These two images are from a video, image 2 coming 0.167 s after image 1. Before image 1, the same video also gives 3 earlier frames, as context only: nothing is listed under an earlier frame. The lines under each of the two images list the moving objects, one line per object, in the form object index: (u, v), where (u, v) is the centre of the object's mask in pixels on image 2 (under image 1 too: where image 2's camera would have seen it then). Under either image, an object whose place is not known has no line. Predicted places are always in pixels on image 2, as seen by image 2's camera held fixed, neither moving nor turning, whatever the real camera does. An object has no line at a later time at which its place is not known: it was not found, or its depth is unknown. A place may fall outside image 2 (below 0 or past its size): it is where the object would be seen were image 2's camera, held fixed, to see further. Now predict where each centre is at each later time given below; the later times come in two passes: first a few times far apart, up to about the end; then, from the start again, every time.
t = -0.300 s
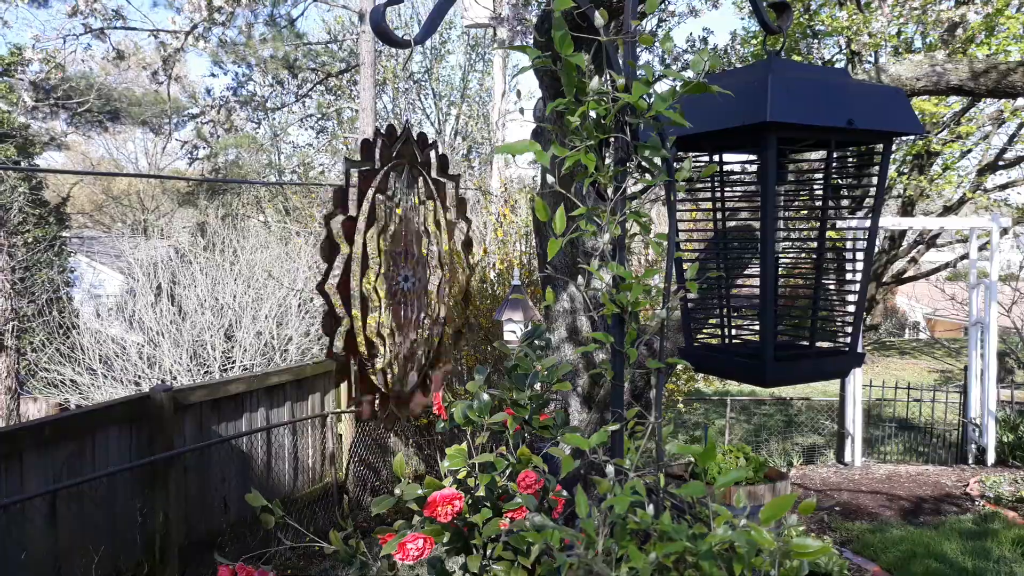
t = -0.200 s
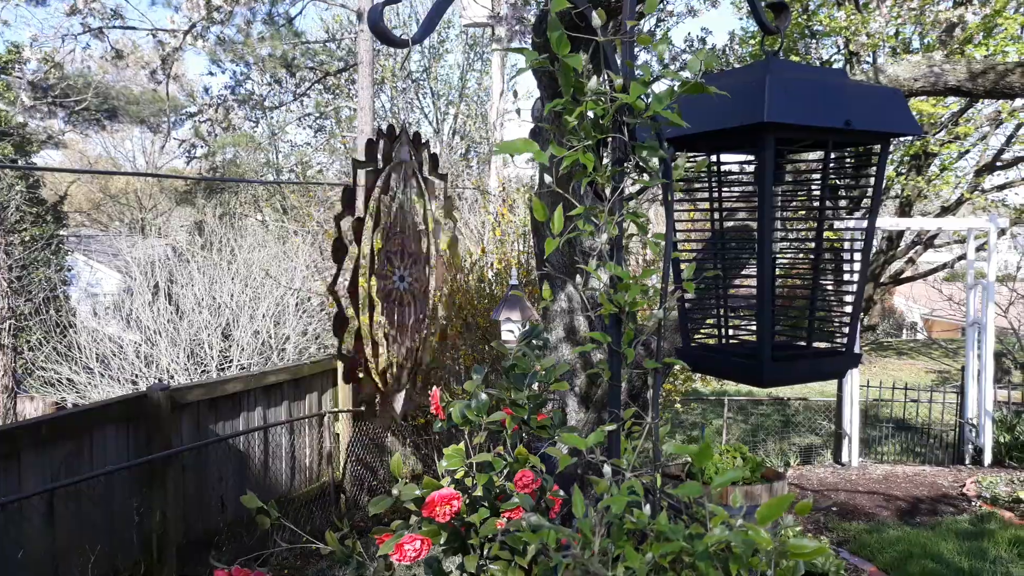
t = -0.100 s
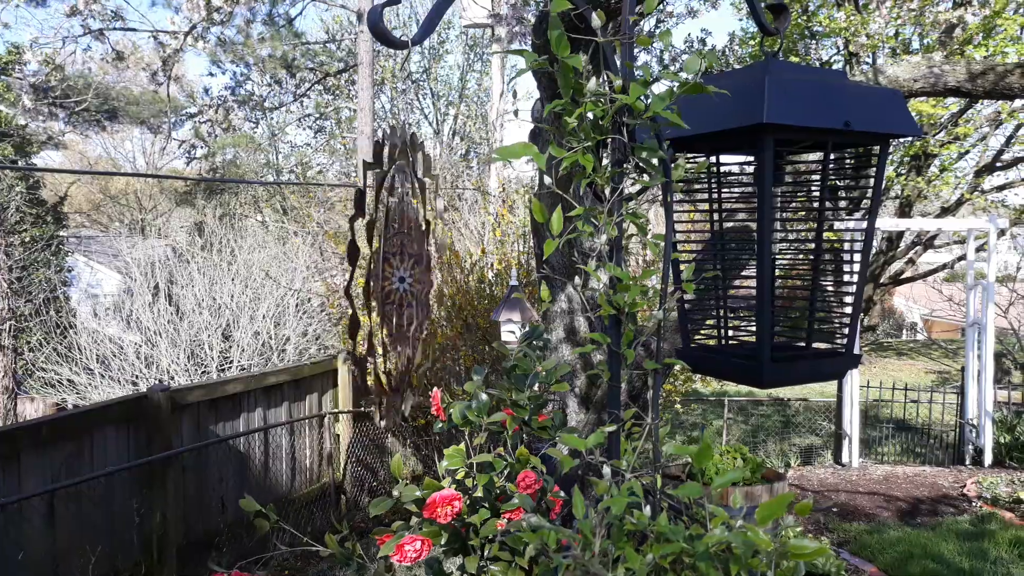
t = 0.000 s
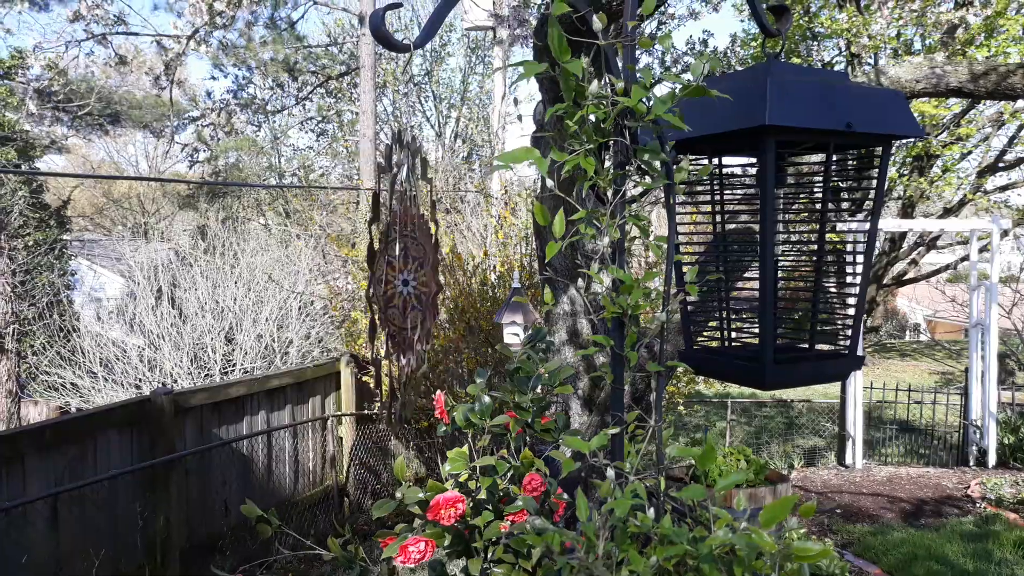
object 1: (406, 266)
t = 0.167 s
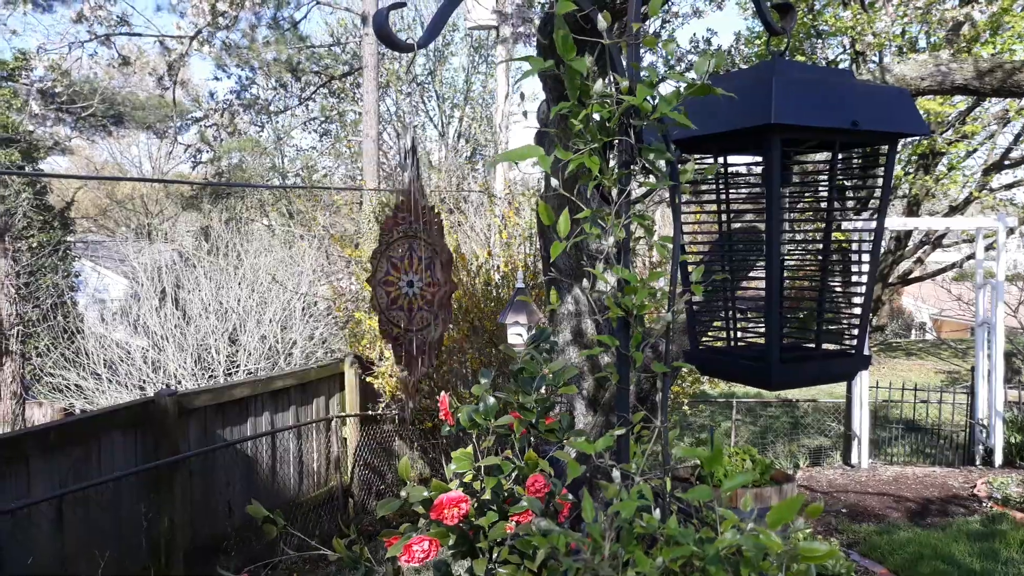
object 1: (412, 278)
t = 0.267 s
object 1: (412, 284)
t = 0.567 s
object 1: (412, 280)
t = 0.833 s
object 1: (412, 281)
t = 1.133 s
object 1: (407, 281)
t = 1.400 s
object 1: (407, 280)
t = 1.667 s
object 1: (404, 276)
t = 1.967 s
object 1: (405, 265)
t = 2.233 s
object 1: (401, 281)
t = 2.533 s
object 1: (412, 279)
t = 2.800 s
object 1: (414, 276)
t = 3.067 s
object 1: (400, 277)
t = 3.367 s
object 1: (384, 277)
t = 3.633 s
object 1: (393, 270)
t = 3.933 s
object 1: (409, 277)
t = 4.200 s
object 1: (408, 279)
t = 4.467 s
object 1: (407, 279)
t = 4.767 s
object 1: (403, 278)
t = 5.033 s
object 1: (396, 278)
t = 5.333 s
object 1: (385, 277)
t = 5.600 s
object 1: (385, 275)
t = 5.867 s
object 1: (408, 273)
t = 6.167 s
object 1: (410, 279)
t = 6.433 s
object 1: (395, 278)
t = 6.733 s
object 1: (409, 277)
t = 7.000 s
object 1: (419, 277)
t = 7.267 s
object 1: (400, 278)
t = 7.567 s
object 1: (383, 276)
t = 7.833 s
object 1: (394, 276)
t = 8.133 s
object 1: (394, 273)
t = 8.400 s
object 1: (384, 266)
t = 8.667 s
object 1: (398, 278)
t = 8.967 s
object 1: (420, 275)
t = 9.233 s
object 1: (414, 277)
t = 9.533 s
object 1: (400, 278)
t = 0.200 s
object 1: (412, 281)
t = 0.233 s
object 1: (413, 284)
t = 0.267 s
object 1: (412, 284)
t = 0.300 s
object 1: (413, 283)
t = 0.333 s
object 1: (413, 282)
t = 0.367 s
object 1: (412, 282)
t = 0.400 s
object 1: (413, 281)
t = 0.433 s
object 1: (412, 278)
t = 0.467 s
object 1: (412, 279)
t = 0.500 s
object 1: (412, 281)
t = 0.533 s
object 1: (412, 279)
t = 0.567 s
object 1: (412, 280)
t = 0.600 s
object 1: (412, 281)
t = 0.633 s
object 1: (413, 281)
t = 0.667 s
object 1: (413, 281)
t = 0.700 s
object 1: (414, 281)
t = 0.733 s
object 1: (414, 281)
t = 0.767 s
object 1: (413, 280)
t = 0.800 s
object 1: (413, 281)
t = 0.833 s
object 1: (412, 281)
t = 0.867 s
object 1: (412, 281)
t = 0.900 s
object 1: (411, 281)
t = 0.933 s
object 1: (409, 281)
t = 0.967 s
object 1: (409, 281)
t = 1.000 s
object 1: (408, 281)
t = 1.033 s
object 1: (408, 281)
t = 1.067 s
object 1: (407, 281)
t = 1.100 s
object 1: (406, 281)
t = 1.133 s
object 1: (407, 281)
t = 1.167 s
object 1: (406, 282)
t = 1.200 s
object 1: (406, 282)
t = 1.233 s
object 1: (406, 281)
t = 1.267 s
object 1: (406, 281)
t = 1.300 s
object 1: (406, 281)
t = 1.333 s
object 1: (407, 281)
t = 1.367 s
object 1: (407, 280)
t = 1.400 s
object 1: (407, 280)
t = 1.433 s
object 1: (407, 280)
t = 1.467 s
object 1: (407, 279)
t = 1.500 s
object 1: (407, 279)
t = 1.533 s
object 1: (407, 278)
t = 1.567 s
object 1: (406, 278)
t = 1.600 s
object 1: (407, 277)
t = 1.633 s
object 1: (406, 276)
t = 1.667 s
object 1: (404, 276)
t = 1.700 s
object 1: (406, 276)
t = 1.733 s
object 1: (406, 277)
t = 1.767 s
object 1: (404, 276)
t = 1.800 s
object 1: (403, 277)
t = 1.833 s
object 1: (404, 268)
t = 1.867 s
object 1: (401, 274)
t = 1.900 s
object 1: (398, 275)
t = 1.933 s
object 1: (404, 270)
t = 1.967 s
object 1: (405, 265)
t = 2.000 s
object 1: (406, 270)
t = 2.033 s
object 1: (406, 277)
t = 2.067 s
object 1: (405, 276)
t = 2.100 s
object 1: (404, 279)
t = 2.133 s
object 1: (402, 280)
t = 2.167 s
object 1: (401, 280)
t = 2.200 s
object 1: (400, 280)
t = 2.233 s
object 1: (401, 281)
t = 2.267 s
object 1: (401, 282)
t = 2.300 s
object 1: (402, 281)
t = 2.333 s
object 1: (403, 281)
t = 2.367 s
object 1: (405, 280)
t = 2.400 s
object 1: (407, 280)
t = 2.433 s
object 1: (409, 280)
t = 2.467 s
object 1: (410, 280)
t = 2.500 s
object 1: (411, 280)
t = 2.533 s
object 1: (412, 279)
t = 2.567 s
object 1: (413, 279)
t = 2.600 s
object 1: (414, 278)
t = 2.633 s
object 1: (414, 278)
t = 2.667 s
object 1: (414, 277)
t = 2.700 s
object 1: (414, 277)
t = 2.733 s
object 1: (414, 276)
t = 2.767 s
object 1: (414, 277)
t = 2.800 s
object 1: (414, 276)
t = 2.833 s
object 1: (413, 276)
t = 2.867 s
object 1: (412, 276)
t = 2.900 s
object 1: (410, 276)
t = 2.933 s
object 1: (409, 276)
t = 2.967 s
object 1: (406, 276)
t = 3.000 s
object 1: (404, 276)
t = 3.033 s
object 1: (402, 277)
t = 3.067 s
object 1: (400, 277)
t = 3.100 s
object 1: (397, 277)
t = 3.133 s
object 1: (395, 277)
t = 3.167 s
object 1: (394, 277)
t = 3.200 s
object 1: (391, 278)
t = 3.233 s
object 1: (389, 278)
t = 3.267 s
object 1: (388, 278)
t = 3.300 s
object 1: (387, 278)
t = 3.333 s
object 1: (385, 277)
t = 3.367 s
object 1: (384, 277)
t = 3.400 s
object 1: (384, 277)
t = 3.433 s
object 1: (384, 277)
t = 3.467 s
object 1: (385, 276)
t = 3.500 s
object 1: (386, 275)
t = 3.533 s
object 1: (388, 275)
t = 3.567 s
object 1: (390, 275)
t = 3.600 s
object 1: (390, 270)
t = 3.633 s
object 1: (393, 270)
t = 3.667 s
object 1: (396, 271)
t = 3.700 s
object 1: (398, 272)
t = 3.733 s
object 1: (401, 270)
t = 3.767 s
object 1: (405, 272)
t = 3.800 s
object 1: (407, 273)
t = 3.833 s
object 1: (409, 275)
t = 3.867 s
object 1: (409, 278)
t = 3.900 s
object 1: (409, 278)
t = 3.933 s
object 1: (409, 277)
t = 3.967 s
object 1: (409, 276)
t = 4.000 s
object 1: (409, 277)
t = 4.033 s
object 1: (409, 280)
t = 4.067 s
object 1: (408, 279)
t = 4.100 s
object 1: (409, 279)
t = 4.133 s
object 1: (408, 279)
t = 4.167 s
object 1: (408, 279)
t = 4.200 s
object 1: (408, 279)
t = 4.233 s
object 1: (409, 280)
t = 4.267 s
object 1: (408, 279)
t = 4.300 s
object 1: (408, 279)
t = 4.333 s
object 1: (408, 279)
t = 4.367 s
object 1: (407, 279)
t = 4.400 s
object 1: (408, 279)
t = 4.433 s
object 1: (407, 279)
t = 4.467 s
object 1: (407, 279)
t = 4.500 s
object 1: (407, 279)
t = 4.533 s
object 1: (406, 279)
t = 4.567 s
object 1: (406, 279)
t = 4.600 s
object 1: (406, 278)
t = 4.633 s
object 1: (405, 278)
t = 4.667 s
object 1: (404, 278)
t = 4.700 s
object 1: (405, 278)
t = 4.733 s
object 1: (404, 278)
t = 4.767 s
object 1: (403, 278)
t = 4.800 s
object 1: (402, 277)
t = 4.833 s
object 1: (401, 278)
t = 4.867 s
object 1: (400, 278)
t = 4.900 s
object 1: (400, 277)
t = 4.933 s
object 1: (398, 277)
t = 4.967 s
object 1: (397, 277)
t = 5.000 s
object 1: (397, 277)
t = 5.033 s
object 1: (396, 278)
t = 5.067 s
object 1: (395, 278)
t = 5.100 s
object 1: (393, 278)
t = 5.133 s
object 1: (393, 278)
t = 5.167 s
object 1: (392, 278)
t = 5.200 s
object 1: (392, 279)
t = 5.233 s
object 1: (391, 279)
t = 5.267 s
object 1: (388, 278)
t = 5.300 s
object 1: (387, 278)
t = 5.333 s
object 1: (385, 277)
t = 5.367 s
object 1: (383, 276)
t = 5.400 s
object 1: (381, 276)
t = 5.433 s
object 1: (381, 275)
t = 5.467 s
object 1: (382, 276)
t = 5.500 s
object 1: (381, 275)
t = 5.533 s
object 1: (382, 275)
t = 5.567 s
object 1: (384, 273)
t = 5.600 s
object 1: (385, 275)
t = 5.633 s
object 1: (385, 274)
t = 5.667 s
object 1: (387, 273)
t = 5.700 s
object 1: (390, 274)
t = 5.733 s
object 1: (393, 274)
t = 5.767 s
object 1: (393, 274)
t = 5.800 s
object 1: (398, 275)
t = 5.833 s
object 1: (400, 275)
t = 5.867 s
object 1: (408, 273)
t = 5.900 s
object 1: (407, 274)
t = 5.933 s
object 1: (411, 277)
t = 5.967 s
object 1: (414, 275)
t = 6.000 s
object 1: (415, 275)
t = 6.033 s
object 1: (416, 274)
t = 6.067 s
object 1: (415, 275)
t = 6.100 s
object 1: (414, 276)
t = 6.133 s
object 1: (412, 278)
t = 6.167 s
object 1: (410, 279)
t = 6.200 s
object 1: (408, 279)
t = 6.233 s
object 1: (406, 279)
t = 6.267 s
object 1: (403, 280)
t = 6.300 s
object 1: (401, 279)
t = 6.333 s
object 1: (399, 278)
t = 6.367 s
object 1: (397, 279)
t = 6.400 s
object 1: (396, 278)
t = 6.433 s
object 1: (395, 278)
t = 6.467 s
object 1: (394, 278)
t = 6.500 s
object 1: (395, 279)
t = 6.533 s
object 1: (396, 280)
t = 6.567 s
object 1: (398, 279)
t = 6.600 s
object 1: (399, 278)
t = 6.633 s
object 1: (402, 277)
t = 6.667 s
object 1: (404, 277)
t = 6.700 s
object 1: (407, 277)
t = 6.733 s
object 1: (409, 277)
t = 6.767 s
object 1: (412, 277)
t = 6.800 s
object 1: (414, 277)
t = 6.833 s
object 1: (416, 277)
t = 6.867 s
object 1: (418, 277)
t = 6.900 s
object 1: (419, 277)
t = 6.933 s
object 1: (419, 277)
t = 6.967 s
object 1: (419, 277)
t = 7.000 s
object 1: (419, 277)
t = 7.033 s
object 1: (418, 277)
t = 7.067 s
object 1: (416, 277)
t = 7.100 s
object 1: (414, 278)
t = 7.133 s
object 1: (412, 277)
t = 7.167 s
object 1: (409, 278)
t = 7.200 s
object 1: (406, 277)
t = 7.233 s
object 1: (403, 277)
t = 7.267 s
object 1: (400, 278)
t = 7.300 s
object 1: (397, 278)
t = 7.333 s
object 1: (394, 278)
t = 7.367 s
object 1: (391, 277)
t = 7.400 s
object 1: (389, 277)
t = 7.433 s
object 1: (386, 277)
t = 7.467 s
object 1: (385, 277)
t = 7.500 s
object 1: (384, 276)
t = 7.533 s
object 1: (383, 276)
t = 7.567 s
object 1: (383, 276)
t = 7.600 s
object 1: (383, 276)
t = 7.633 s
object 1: (385, 275)
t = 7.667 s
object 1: (385, 275)
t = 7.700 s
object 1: (387, 276)
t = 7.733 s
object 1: (389, 276)
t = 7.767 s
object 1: (391, 276)
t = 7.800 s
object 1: (393, 276)
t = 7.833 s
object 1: (394, 276)
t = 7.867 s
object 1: (396, 276)
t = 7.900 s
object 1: (396, 276)
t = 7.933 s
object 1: (397, 276)
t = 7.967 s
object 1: (397, 275)
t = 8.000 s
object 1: (397, 274)
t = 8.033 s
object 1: (398, 275)
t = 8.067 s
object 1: (397, 273)
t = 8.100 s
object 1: (396, 272)
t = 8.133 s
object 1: (394, 273)
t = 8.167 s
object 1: (393, 272)
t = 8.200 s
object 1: (392, 272)
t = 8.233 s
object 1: (388, 270)
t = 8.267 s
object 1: (384, 268)
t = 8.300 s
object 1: (385, 270)
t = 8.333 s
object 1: (383, 268)
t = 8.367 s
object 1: (384, 272)
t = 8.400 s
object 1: (384, 266)
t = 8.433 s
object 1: (386, 265)
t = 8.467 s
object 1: (389, 263)
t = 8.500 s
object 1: (390, 269)
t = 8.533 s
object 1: (391, 270)
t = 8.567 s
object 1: (392, 273)
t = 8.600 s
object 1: (393, 276)
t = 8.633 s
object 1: (395, 278)
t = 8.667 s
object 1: (398, 278)
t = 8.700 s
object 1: (400, 278)
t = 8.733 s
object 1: (403, 277)
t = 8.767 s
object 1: (406, 277)
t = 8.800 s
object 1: (409, 277)
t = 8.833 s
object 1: (411, 276)
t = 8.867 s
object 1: (414, 276)
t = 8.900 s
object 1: (416, 276)
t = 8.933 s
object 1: (418, 276)
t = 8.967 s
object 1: (420, 275)
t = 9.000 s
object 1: (420, 275)
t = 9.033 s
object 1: (421, 275)
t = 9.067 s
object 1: (420, 275)
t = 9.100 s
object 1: (419, 275)
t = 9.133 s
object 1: (419, 276)
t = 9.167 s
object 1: (417, 276)
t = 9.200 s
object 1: (416, 276)
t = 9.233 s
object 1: (414, 277)
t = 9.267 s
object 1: (412, 277)
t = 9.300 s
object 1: (410, 277)
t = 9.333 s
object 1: (408, 277)
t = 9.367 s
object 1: (406, 277)
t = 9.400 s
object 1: (405, 278)
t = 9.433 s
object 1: (403, 278)
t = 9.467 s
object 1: (402, 278)
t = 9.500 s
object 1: (402, 278)
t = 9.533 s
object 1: (400, 278)
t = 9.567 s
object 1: (400, 278)
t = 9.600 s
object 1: (401, 278)
